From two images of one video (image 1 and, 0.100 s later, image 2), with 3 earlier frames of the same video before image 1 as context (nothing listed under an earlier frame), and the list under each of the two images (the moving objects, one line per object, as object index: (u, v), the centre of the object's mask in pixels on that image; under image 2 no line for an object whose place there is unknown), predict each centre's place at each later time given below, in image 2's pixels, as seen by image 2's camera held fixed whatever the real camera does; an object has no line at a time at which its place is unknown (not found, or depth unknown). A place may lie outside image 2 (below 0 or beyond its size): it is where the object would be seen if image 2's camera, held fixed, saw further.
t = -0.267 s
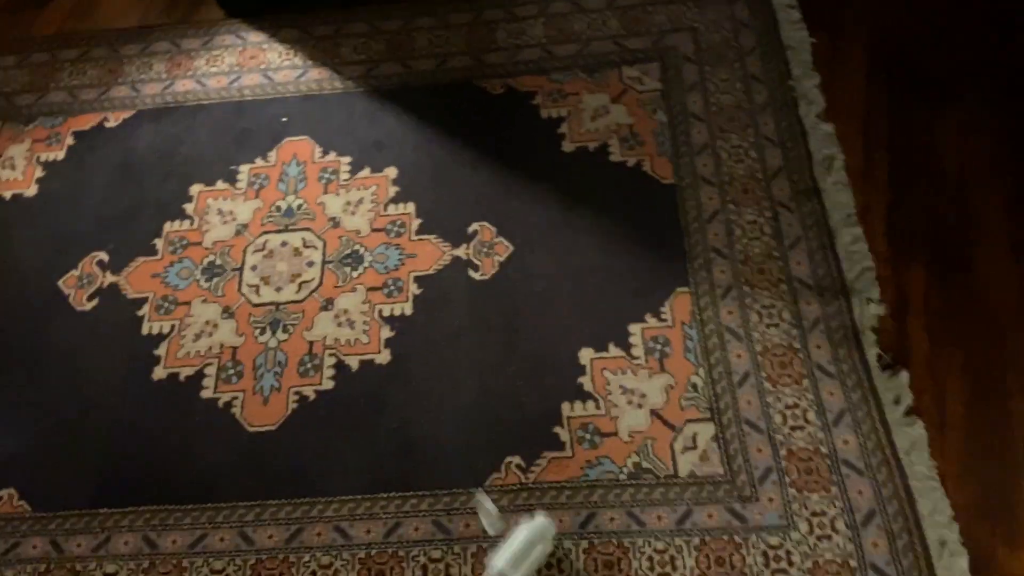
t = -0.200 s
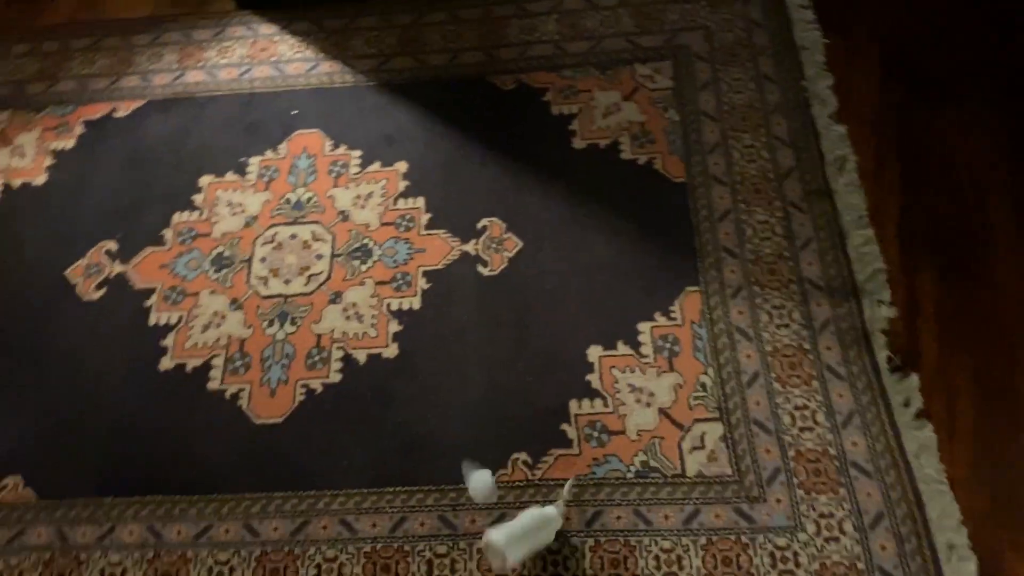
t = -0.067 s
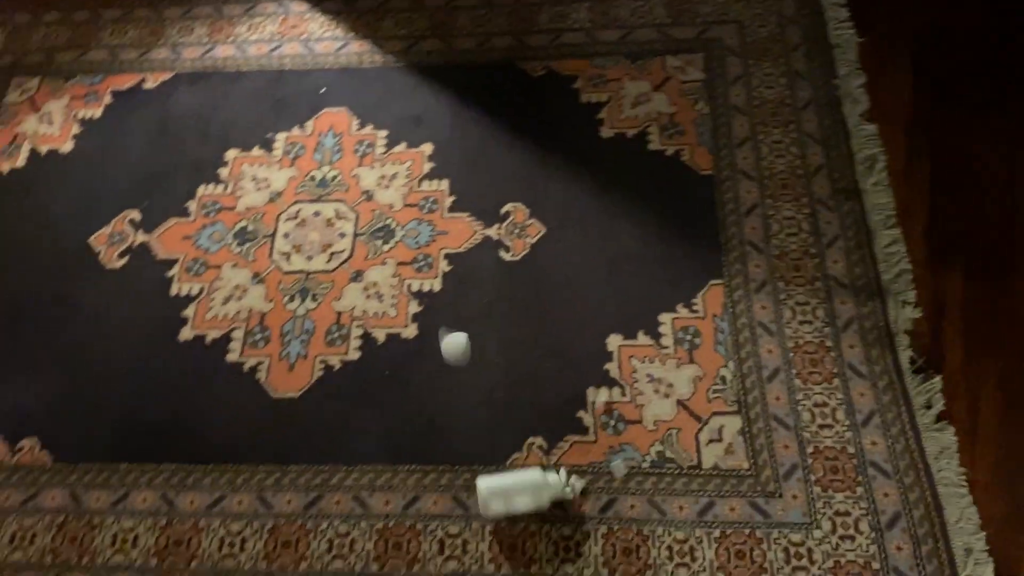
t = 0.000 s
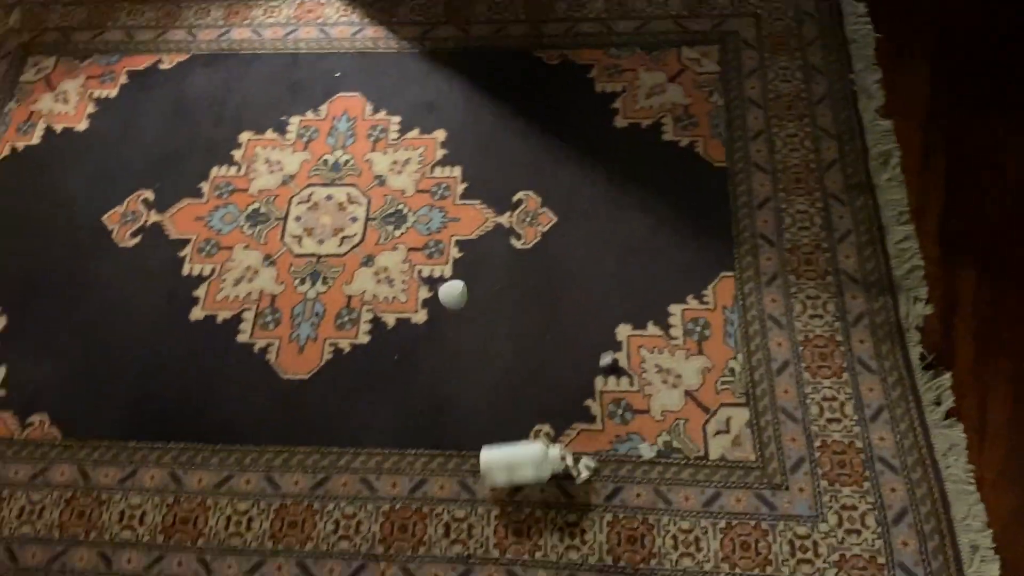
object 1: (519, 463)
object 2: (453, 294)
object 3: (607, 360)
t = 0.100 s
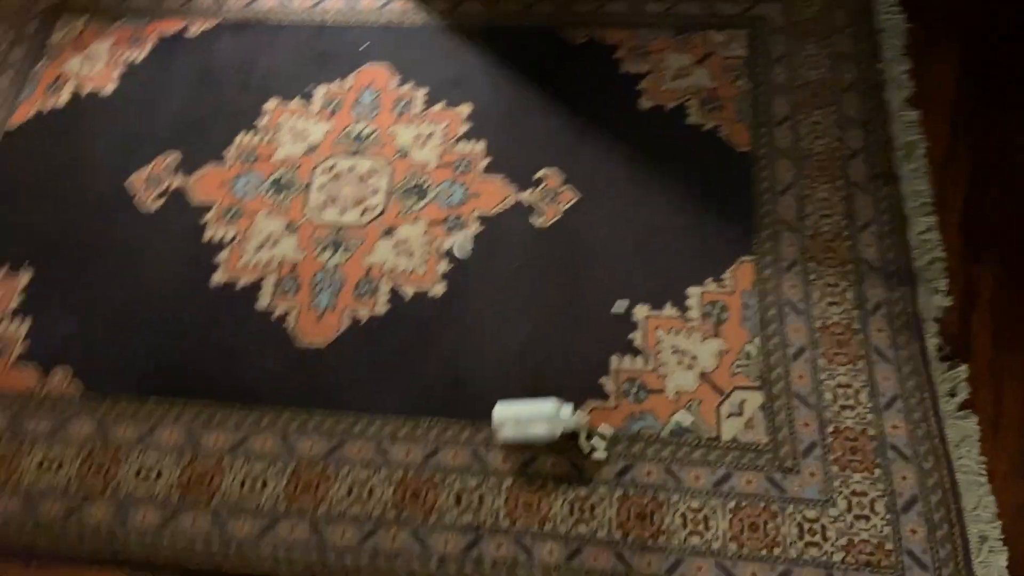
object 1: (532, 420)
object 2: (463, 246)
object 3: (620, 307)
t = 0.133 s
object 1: (533, 417)
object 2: (461, 246)
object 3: (621, 298)
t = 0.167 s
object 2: (457, 251)
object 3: (621, 290)
